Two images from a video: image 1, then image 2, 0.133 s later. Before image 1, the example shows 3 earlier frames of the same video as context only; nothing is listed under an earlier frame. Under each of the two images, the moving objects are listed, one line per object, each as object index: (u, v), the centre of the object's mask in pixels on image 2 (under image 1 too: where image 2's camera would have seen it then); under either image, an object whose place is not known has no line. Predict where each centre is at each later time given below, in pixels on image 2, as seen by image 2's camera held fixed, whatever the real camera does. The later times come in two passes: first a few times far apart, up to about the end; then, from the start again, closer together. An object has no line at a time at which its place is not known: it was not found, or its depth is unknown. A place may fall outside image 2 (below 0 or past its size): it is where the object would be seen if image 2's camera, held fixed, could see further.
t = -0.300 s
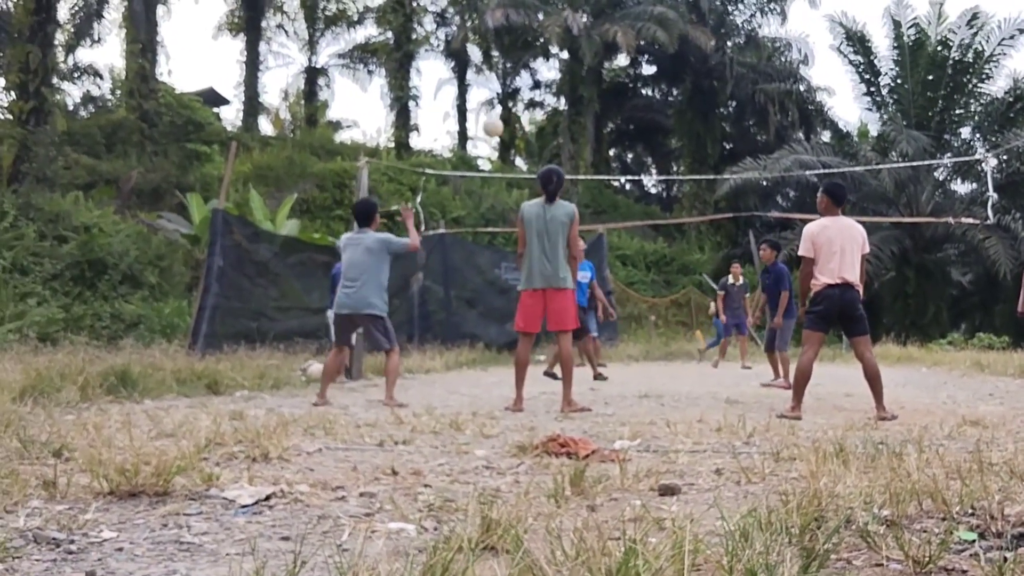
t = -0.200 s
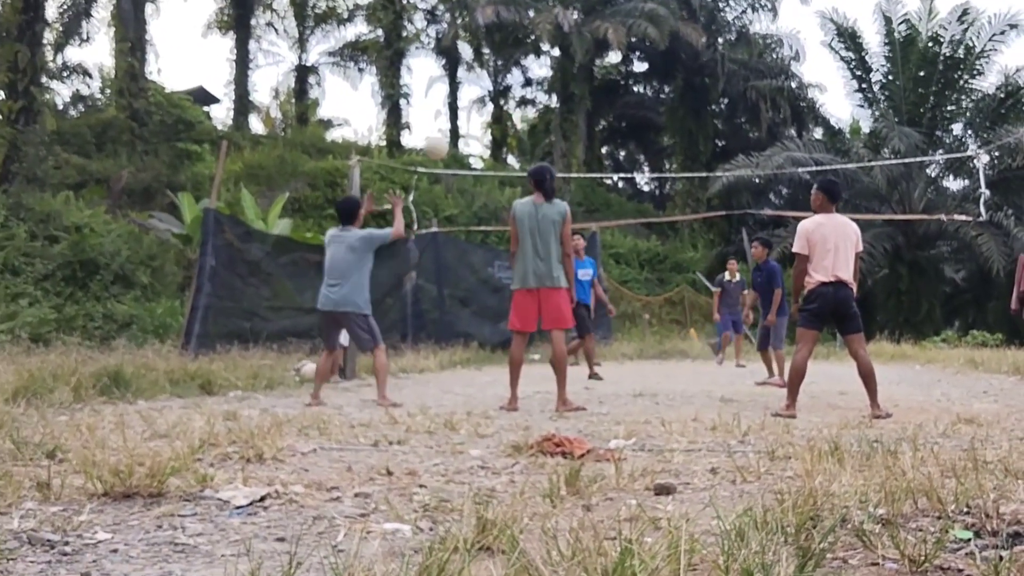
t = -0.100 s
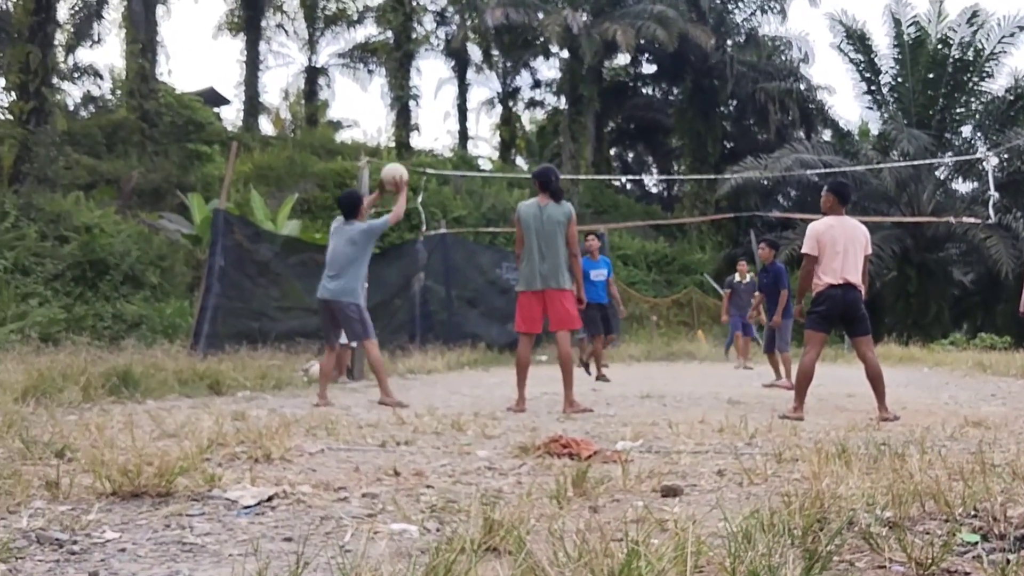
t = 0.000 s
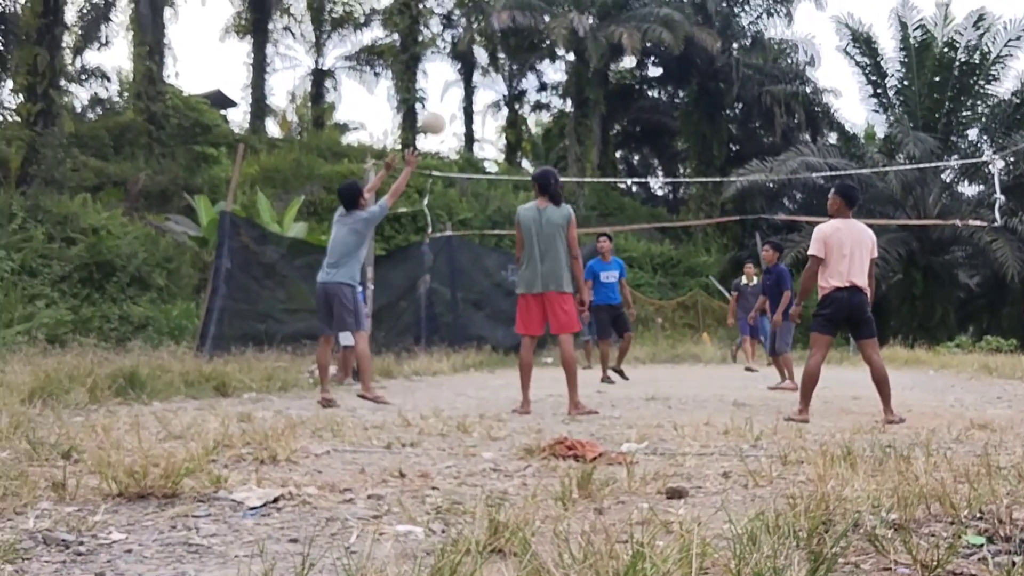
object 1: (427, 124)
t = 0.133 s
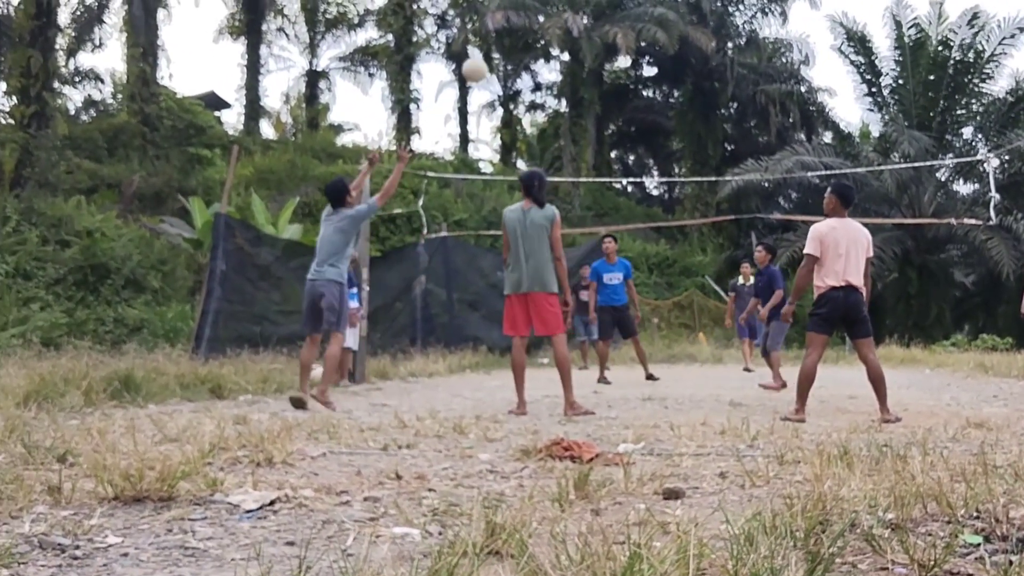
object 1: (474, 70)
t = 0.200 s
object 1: (497, 53)
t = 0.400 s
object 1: (557, 28)
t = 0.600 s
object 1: (612, 47)
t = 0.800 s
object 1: (662, 107)
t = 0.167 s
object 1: (486, 61)
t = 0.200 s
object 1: (497, 53)
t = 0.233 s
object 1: (507, 45)
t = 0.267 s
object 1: (518, 39)
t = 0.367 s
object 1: (548, 29)
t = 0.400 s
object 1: (557, 28)
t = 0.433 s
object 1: (567, 28)
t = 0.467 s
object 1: (576, 30)
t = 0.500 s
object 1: (585, 32)
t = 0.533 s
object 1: (595, 37)
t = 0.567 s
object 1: (603, 41)
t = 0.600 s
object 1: (612, 47)
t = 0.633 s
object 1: (621, 55)
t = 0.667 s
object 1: (629, 63)
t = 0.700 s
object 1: (637, 72)
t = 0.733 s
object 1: (646, 82)
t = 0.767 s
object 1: (654, 94)
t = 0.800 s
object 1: (662, 107)
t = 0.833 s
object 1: (670, 120)
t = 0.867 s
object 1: (678, 134)
